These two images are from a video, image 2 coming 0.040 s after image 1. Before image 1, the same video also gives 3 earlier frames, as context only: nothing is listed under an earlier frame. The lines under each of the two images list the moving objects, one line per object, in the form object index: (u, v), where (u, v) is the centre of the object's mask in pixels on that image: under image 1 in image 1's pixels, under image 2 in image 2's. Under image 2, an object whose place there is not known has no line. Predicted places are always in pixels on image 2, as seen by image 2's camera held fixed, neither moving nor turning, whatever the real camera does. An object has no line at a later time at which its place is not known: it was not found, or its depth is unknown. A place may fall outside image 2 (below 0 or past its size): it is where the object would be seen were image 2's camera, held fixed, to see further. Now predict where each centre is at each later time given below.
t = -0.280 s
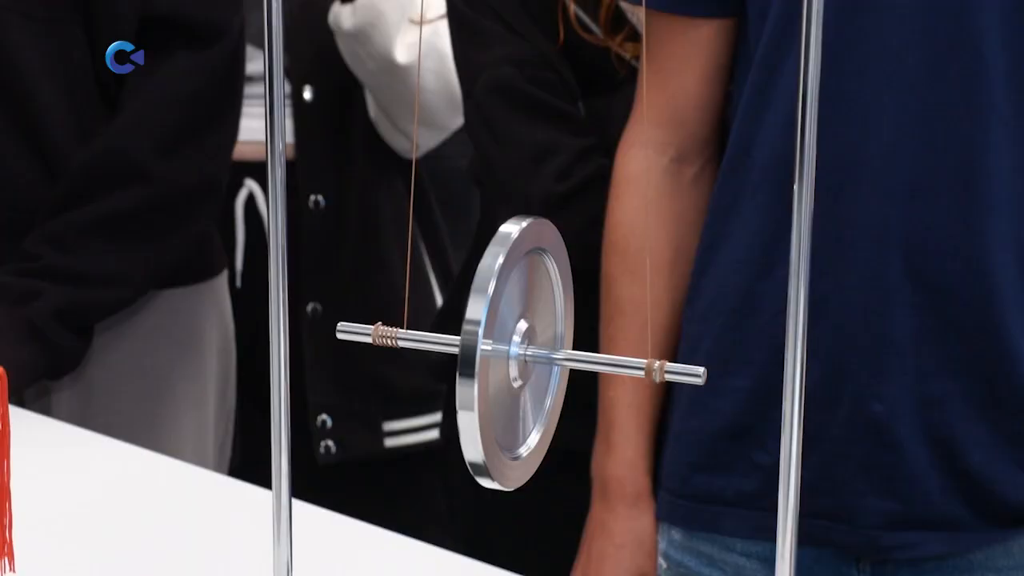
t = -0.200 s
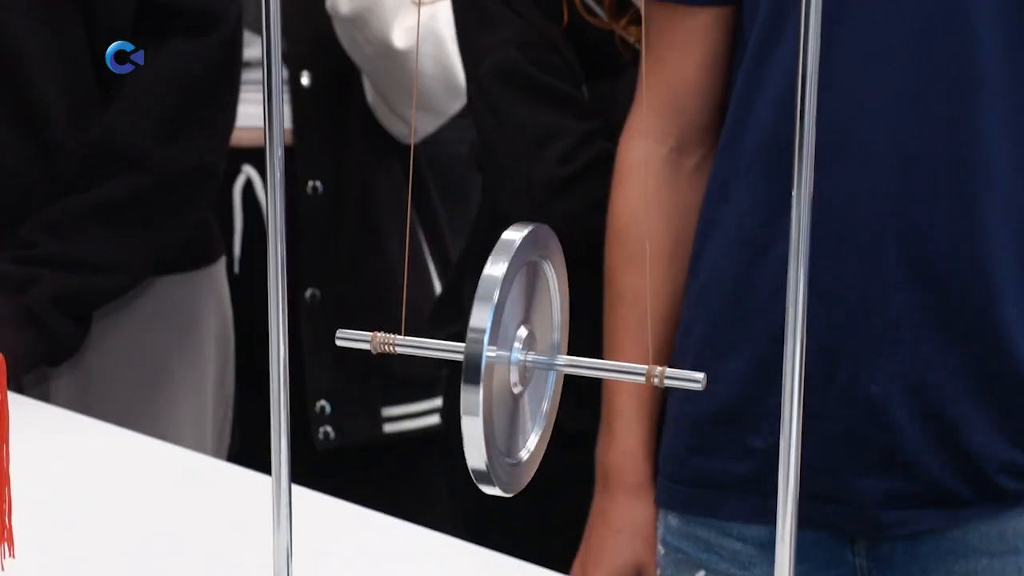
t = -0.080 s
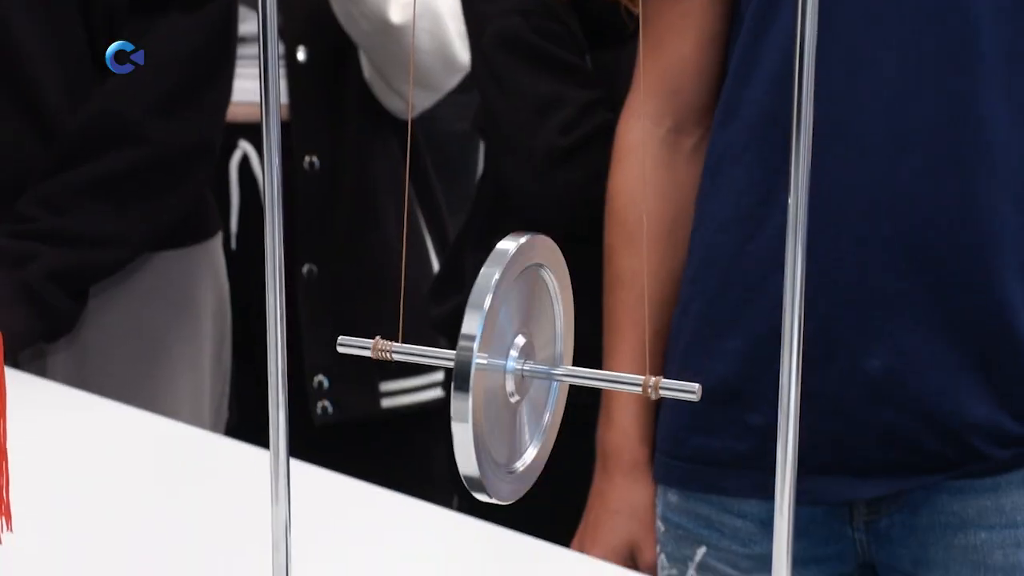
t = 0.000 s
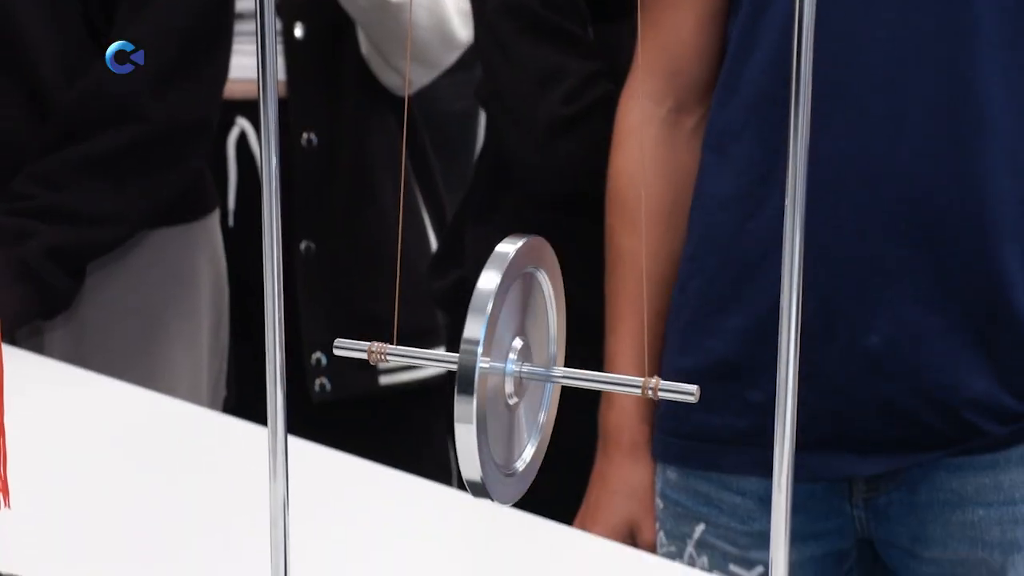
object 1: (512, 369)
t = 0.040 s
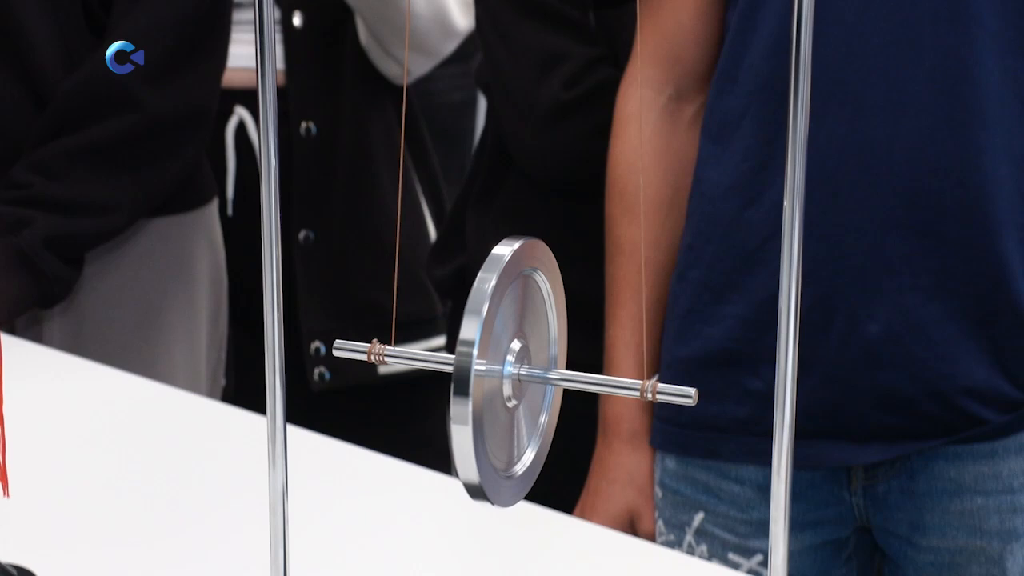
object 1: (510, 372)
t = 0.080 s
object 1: (510, 385)
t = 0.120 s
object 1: (511, 400)
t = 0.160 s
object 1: (511, 415)
